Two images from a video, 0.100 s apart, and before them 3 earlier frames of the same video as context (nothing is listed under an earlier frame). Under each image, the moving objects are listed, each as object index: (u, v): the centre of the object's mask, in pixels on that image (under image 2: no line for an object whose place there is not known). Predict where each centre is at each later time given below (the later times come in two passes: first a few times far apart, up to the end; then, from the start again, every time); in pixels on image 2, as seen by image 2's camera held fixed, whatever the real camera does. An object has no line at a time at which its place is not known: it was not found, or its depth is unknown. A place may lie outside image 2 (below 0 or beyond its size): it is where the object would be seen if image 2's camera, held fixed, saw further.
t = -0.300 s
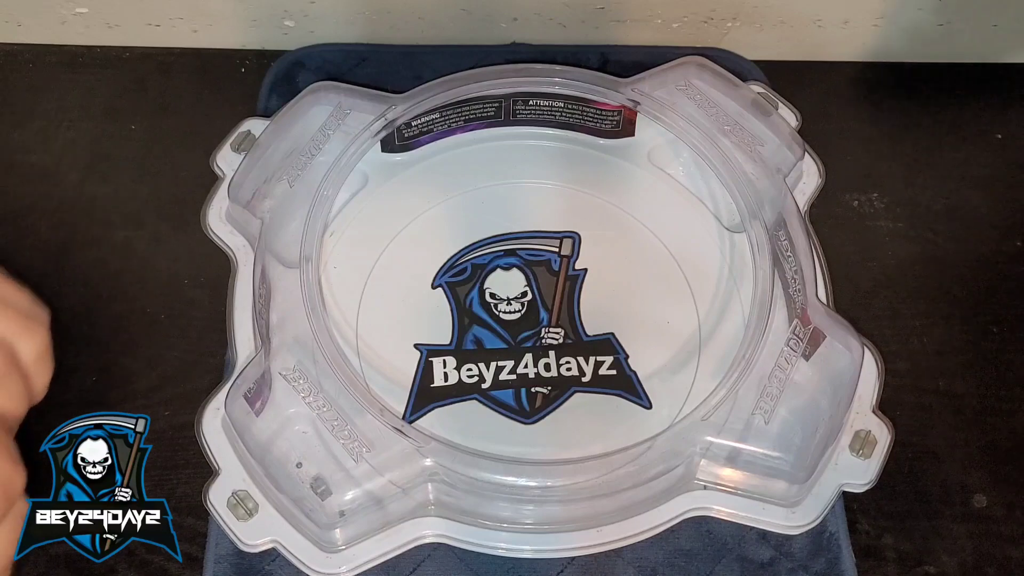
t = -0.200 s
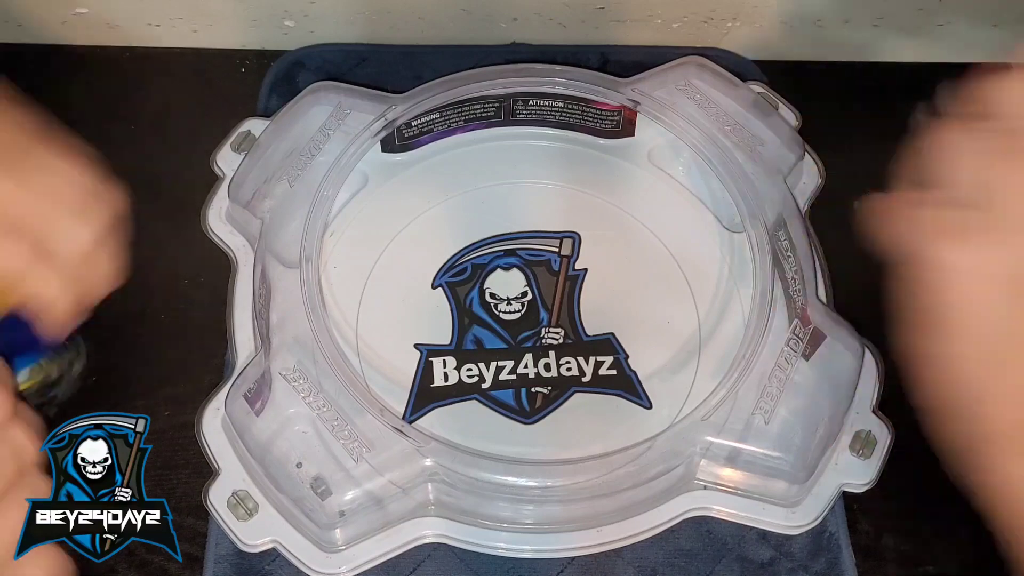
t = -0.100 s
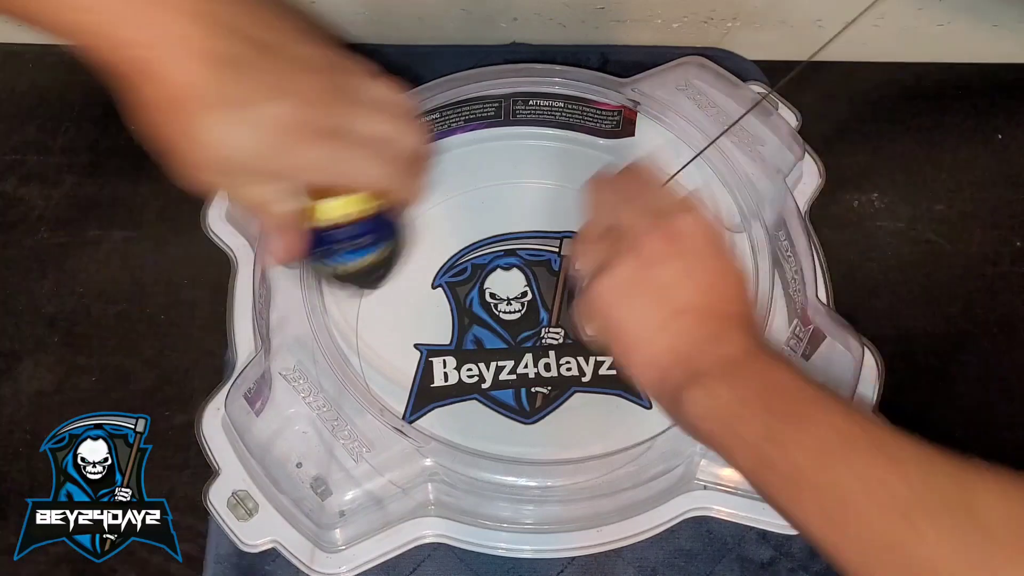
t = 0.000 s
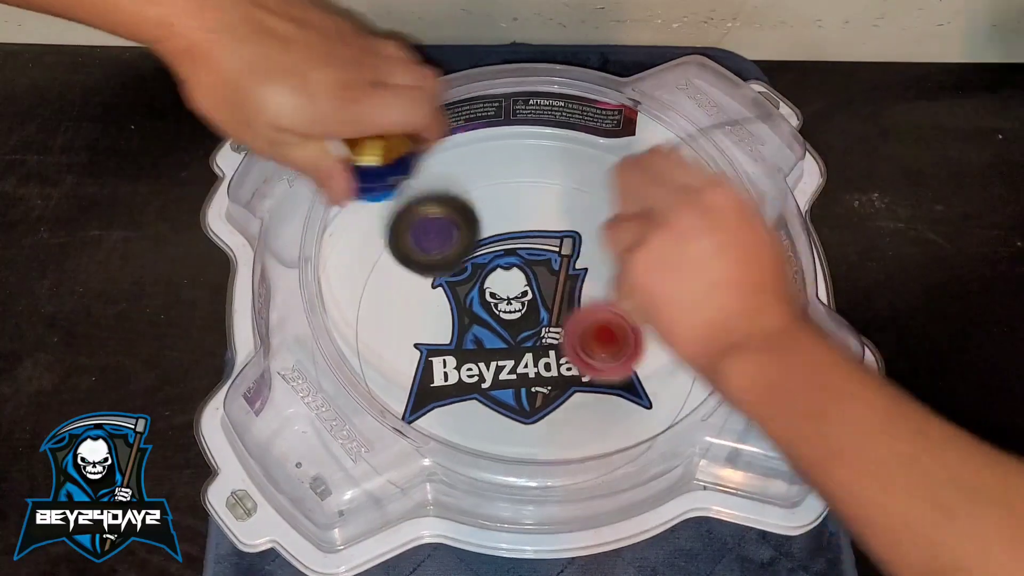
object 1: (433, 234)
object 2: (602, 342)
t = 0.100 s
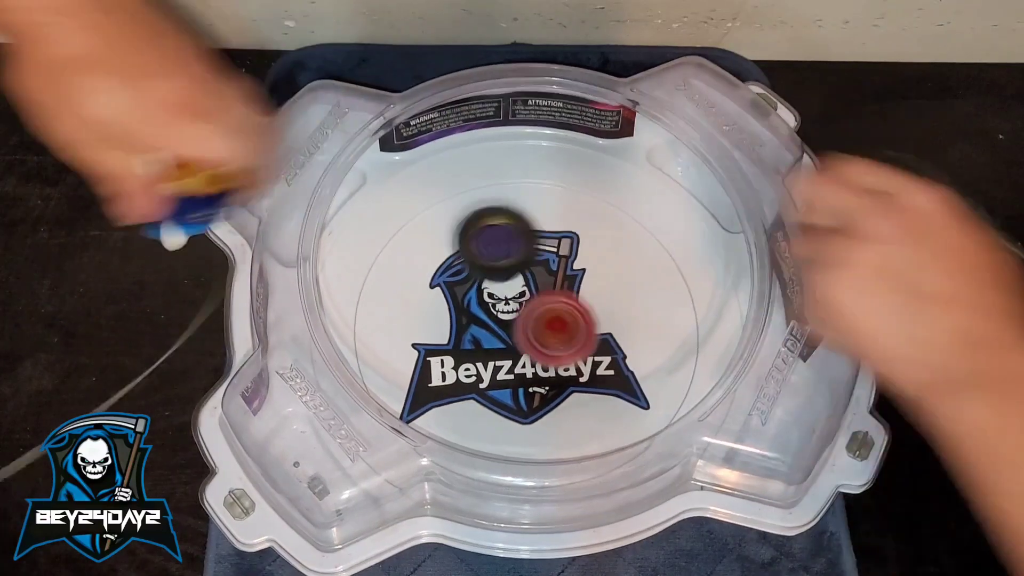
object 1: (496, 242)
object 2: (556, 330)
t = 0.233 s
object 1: (597, 147)
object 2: (520, 364)
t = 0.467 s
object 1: (554, 271)
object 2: (589, 387)
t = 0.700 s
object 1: (420, 198)
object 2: (559, 382)
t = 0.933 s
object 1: (438, 370)
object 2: (502, 319)
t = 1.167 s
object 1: (681, 425)
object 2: (461, 387)
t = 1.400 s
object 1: (701, 240)
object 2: (607, 375)
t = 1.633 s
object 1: (412, 174)
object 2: (560, 201)
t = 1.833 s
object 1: (357, 484)
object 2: (397, 226)
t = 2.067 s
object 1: (291, 446)
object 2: (444, 438)
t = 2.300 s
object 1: (291, 448)
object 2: (681, 375)
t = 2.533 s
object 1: (291, 443)
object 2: (552, 174)
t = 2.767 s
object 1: (290, 441)
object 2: (366, 325)
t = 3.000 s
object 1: (289, 441)
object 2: (596, 451)
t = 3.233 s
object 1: (288, 441)
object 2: (648, 222)
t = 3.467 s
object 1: (287, 442)
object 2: (398, 224)
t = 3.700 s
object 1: (292, 448)
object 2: (481, 455)
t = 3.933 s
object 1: (291, 443)
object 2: (690, 323)
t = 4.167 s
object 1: (286, 440)
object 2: (543, 173)
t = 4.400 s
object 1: (284, 438)
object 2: (367, 285)
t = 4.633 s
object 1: (284, 441)
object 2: (503, 458)
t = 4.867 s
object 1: (285, 441)
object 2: (688, 346)
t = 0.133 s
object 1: (525, 237)
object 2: (547, 321)
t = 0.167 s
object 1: (553, 201)
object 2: (538, 332)
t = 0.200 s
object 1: (579, 168)
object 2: (526, 352)
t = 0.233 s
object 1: (597, 147)
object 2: (520, 364)
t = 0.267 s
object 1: (599, 155)
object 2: (520, 373)
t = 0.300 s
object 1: (599, 172)
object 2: (524, 379)
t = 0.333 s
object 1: (598, 198)
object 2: (532, 381)
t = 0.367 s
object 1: (592, 223)
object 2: (544, 381)
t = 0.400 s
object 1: (579, 249)
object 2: (561, 376)
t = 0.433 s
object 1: (567, 283)
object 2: (575, 368)
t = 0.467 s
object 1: (554, 271)
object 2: (589, 387)
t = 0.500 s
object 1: (537, 246)
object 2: (600, 418)
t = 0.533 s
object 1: (517, 226)
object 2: (611, 443)
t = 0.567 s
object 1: (496, 211)
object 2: (603, 435)
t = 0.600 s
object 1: (475, 200)
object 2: (589, 421)
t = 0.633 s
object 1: (453, 192)
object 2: (576, 415)
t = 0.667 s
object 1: (435, 192)
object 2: (567, 401)
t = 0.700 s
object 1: (420, 198)
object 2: (559, 382)
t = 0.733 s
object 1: (410, 210)
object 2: (555, 366)
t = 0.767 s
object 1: (403, 230)
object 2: (554, 352)
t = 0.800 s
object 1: (400, 252)
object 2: (550, 341)
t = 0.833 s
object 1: (400, 280)
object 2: (544, 331)
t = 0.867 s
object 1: (404, 312)
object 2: (533, 324)
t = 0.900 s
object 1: (416, 342)
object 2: (518, 319)
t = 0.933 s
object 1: (438, 370)
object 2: (502, 319)
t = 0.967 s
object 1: (465, 398)
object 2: (489, 320)
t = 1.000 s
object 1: (500, 420)
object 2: (476, 326)
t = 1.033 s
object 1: (537, 430)
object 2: (465, 332)
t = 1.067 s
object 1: (575, 443)
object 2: (456, 344)
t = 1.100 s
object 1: (613, 445)
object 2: (452, 358)
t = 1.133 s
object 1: (648, 438)
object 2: (454, 372)
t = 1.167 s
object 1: (681, 425)
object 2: (461, 387)
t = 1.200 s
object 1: (708, 409)
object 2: (476, 402)
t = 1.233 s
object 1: (723, 385)
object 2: (495, 412)
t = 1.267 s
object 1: (735, 359)
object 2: (517, 416)
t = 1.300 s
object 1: (741, 331)
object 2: (542, 415)
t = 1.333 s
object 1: (736, 301)
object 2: (566, 410)
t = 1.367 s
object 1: (718, 272)
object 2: (590, 395)
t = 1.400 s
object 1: (701, 240)
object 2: (607, 375)
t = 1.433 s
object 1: (675, 211)
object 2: (619, 353)
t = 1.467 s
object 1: (643, 182)
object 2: (624, 325)
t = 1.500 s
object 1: (606, 156)
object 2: (624, 296)
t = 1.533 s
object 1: (563, 141)
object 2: (616, 268)
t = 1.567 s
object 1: (512, 140)
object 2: (602, 241)
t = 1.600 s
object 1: (458, 146)
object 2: (582, 218)
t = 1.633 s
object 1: (412, 174)
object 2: (560, 201)
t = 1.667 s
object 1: (365, 212)
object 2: (532, 187)
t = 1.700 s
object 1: (338, 258)
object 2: (502, 179)
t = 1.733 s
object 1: (299, 306)
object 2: (472, 176)
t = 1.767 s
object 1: (310, 373)
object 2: (446, 188)
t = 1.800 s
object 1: (332, 435)
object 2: (420, 204)
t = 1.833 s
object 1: (357, 484)
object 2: (397, 226)
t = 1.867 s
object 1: (348, 477)
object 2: (383, 254)
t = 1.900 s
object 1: (323, 466)
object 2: (374, 291)
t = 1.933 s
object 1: (303, 457)
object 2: (372, 325)
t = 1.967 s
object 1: (290, 447)
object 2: (376, 361)
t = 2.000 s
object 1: (286, 439)
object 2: (391, 390)
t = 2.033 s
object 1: (289, 444)
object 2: (414, 418)
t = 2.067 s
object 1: (291, 446)
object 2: (444, 438)
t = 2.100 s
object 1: (291, 445)
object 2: (480, 455)
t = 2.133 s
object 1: (286, 443)
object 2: (520, 460)
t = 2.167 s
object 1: (288, 441)
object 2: (559, 460)
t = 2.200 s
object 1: (289, 445)
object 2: (597, 451)
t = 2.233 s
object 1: (290, 447)
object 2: (632, 433)
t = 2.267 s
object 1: (293, 448)
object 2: (660, 407)
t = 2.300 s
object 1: (291, 448)
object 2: (681, 375)
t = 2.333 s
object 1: (291, 447)
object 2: (690, 338)
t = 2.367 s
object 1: (289, 445)
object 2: (690, 300)
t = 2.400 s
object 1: (291, 445)
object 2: (679, 264)
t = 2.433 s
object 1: (291, 445)
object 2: (657, 232)
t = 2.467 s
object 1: (292, 445)
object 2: (628, 205)
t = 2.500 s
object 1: (291, 444)
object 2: (593, 186)
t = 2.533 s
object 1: (291, 443)
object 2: (552, 174)
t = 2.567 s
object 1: (290, 442)
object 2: (509, 173)
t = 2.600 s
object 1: (291, 443)
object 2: (470, 180)
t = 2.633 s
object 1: (291, 443)
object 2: (433, 196)
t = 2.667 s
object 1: (291, 443)
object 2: (403, 220)
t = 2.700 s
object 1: (291, 442)
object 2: (380, 251)
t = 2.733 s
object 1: (290, 441)
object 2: (366, 288)
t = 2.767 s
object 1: (290, 441)
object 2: (366, 325)
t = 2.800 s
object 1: (291, 441)
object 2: (377, 365)
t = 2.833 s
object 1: (290, 440)
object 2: (396, 400)
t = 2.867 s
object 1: (290, 441)
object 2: (426, 430)
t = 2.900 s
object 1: (288, 440)
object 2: (465, 450)
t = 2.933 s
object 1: (287, 441)
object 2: (510, 460)
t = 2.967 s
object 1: (288, 441)
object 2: (554, 460)
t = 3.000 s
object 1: (289, 441)
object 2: (596, 451)
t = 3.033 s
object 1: (287, 441)
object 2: (633, 430)
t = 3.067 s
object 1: (288, 441)
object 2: (663, 402)
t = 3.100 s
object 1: (289, 442)
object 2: (681, 365)
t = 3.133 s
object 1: (288, 441)
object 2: (690, 328)
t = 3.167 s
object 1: (288, 440)
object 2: (687, 288)
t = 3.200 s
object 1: (289, 441)
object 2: (672, 252)
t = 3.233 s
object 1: (288, 441)
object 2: (648, 222)
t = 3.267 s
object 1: (289, 441)
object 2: (617, 198)
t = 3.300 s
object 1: (288, 443)
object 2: (581, 181)
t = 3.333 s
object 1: (288, 442)
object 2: (542, 173)
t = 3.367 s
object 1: (288, 442)
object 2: (502, 173)
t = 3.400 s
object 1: (290, 445)
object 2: (463, 182)
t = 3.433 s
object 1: (289, 445)
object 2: (427, 199)
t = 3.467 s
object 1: (287, 442)
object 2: (398, 224)
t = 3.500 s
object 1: (290, 445)
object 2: (376, 257)
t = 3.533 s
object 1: (290, 446)
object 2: (365, 295)
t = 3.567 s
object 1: (288, 445)
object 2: (367, 335)
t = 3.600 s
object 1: (288, 443)
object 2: (382, 375)
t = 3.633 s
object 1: (291, 445)
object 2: (403, 408)
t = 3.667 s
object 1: (292, 448)
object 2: (438, 435)
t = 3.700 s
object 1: (292, 448)
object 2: (481, 455)
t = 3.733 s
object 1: (290, 445)
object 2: (527, 461)
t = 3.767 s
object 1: (290, 443)
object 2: (574, 456)
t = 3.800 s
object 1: (290, 444)
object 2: (615, 442)
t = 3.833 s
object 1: (295, 448)
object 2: (649, 419)
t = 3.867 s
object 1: (294, 449)
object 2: (672, 388)
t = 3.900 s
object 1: (292, 446)
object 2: (685, 356)
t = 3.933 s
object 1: (291, 443)
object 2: (690, 323)
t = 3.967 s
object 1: (290, 441)
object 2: (688, 291)
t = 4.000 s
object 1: (290, 441)
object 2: (675, 260)
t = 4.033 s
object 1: (288, 439)
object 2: (658, 232)
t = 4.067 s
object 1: (288, 439)
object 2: (634, 210)
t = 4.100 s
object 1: (287, 439)
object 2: (607, 193)
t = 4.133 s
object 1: (287, 439)
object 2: (577, 180)
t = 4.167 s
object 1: (286, 440)
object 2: (543, 173)
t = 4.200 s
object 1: (285, 438)
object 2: (509, 173)
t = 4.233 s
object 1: (284, 438)
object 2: (477, 178)
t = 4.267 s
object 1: (284, 438)
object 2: (447, 189)
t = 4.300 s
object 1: (283, 437)
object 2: (419, 206)
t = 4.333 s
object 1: (284, 437)
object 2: (396, 226)
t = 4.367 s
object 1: (283, 437)
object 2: (378, 254)
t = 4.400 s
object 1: (284, 438)
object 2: (367, 285)
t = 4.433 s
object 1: (283, 437)
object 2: (364, 316)
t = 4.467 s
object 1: (283, 437)
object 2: (369, 349)
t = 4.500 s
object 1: (283, 438)
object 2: (385, 381)
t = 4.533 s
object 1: (283, 438)
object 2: (402, 407)
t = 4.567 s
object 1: (283, 439)
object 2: (430, 431)
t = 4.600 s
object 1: (283, 438)
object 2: (463, 449)
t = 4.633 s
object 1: (284, 441)
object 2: (503, 458)
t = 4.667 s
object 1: (284, 440)
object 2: (540, 461)
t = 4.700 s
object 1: (284, 440)
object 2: (577, 456)
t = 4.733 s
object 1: (283, 439)
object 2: (609, 444)
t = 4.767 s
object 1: (283, 438)
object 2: (640, 426)
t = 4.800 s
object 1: (283, 439)
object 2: (662, 402)
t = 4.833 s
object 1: (284, 440)
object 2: (678, 373)
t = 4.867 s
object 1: (285, 441)
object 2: (688, 346)
